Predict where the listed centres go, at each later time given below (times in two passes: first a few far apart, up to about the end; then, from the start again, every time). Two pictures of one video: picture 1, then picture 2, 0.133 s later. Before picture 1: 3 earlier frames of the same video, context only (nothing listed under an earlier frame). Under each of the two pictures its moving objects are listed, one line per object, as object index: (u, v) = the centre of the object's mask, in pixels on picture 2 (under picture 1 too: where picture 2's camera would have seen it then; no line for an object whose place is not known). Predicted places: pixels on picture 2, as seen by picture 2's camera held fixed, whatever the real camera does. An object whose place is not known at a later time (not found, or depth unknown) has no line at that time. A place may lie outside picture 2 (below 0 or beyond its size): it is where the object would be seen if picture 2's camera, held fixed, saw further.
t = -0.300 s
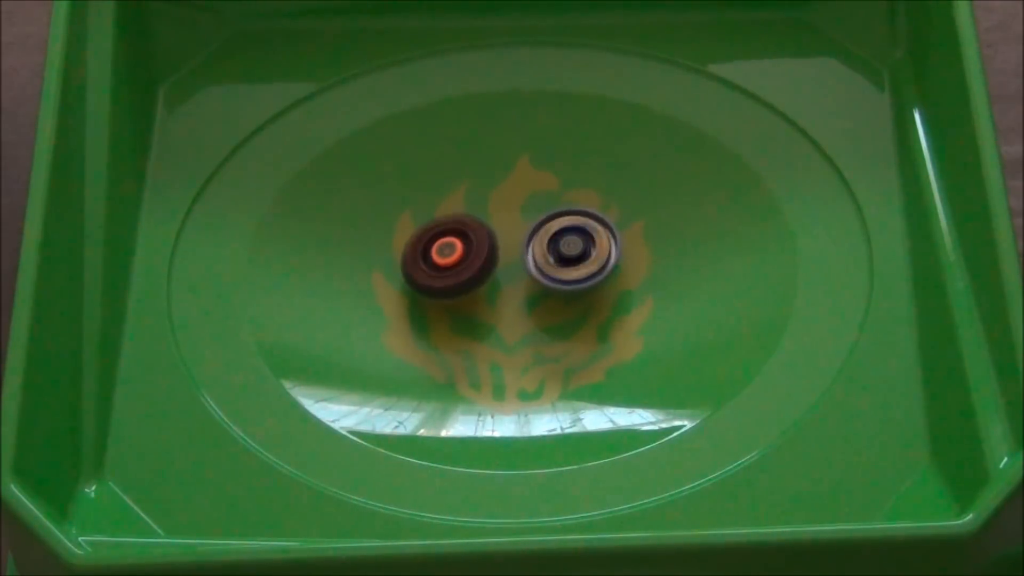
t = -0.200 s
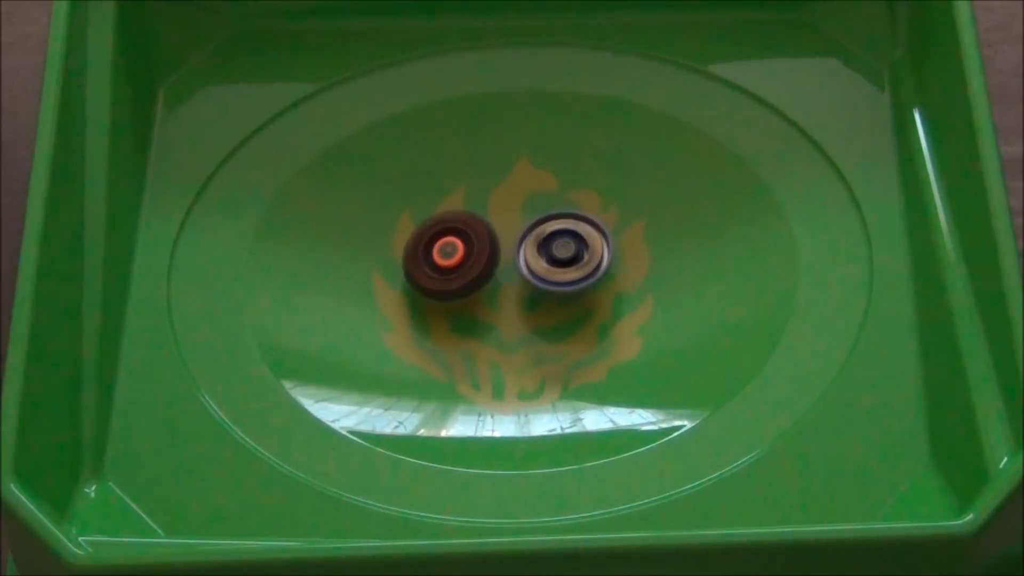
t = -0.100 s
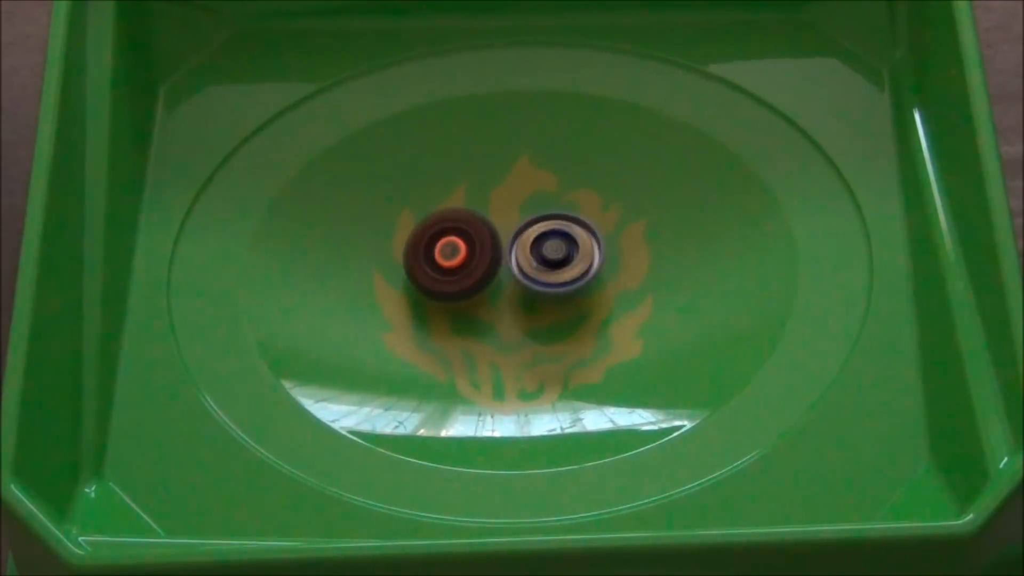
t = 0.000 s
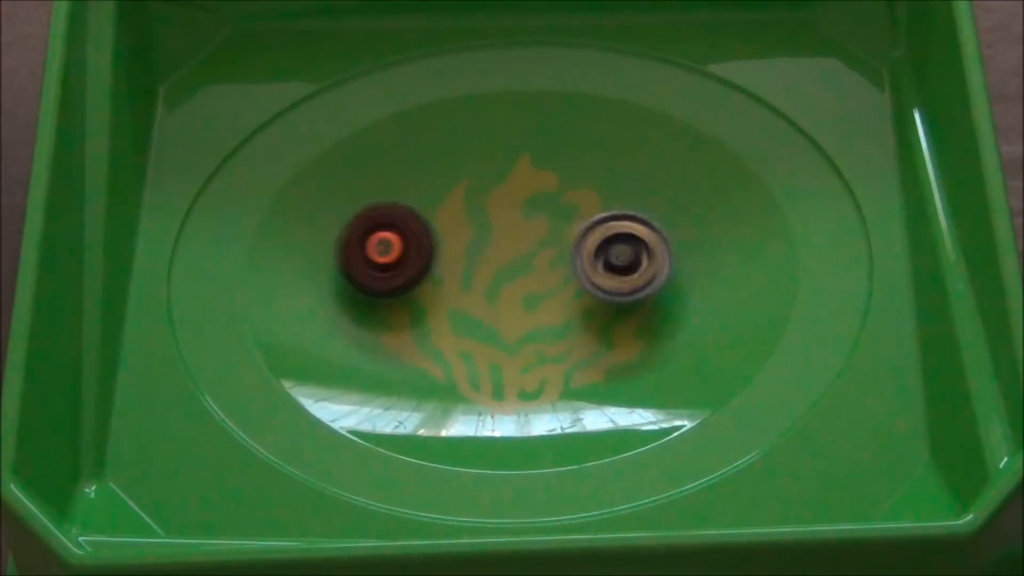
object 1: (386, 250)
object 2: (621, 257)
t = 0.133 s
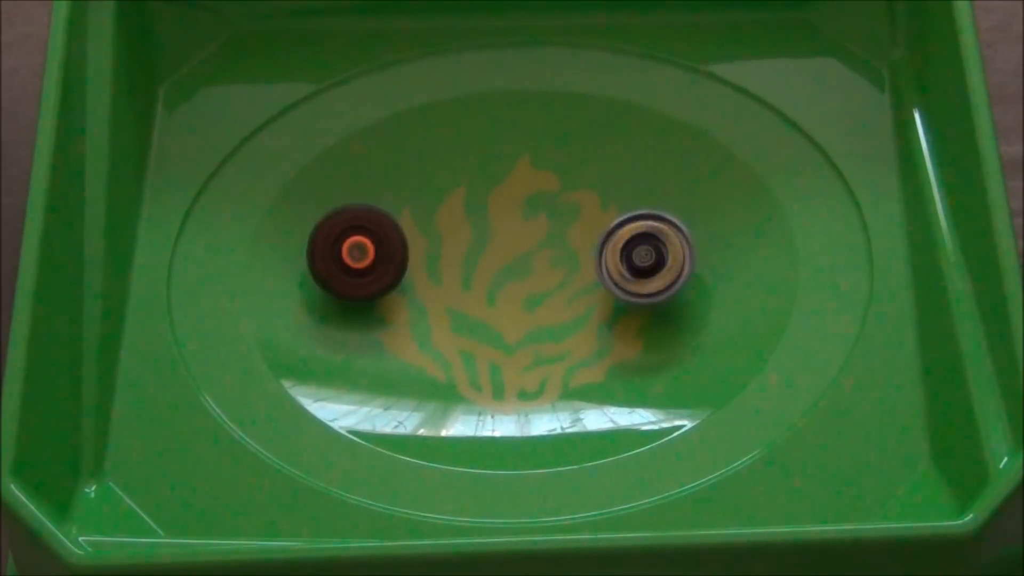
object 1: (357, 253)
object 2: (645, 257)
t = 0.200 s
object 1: (368, 258)
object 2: (645, 256)
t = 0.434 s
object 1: (460, 274)
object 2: (638, 253)
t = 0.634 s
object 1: (527, 307)
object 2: (617, 253)
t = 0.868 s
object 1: (504, 351)
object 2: (626, 210)
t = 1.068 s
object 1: (498, 336)
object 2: (600, 197)
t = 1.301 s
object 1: (494, 333)
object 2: (576, 188)
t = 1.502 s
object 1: (492, 330)
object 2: (555, 196)
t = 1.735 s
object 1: (491, 327)
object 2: (550, 201)
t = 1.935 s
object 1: (488, 325)
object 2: (541, 209)
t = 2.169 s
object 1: (487, 324)
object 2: (528, 216)
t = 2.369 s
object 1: (486, 323)
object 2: (515, 219)
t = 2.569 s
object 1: (487, 321)
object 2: (503, 217)
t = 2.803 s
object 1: (486, 315)
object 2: (495, 212)
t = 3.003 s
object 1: (484, 314)
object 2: (493, 208)
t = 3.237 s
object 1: (482, 314)
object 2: (495, 208)
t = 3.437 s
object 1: (483, 313)
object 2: (498, 214)
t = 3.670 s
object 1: (484, 317)
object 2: (500, 217)
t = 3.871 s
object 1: (482, 313)
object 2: (501, 223)
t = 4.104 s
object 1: (479, 326)
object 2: (502, 220)
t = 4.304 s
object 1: (479, 327)
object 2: (504, 218)
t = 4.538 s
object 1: (482, 325)
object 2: (507, 223)
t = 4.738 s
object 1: (482, 324)
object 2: (508, 227)
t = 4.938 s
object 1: (482, 326)
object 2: (511, 210)
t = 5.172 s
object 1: (475, 326)
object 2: (514, 210)
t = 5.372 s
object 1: (476, 326)
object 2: (515, 217)
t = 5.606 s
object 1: (480, 322)
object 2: (512, 228)
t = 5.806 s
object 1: (480, 318)
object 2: (506, 231)
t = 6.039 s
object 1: (473, 328)
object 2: (498, 221)
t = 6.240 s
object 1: (478, 341)
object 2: (497, 207)
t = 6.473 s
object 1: (479, 339)
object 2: (504, 203)
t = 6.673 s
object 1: (482, 331)
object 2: (511, 208)
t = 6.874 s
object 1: (477, 322)
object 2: (513, 220)
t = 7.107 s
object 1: (470, 326)
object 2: (504, 234)
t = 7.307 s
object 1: (449, 349)
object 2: (506, 230)
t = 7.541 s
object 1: (458, 330)
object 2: (499, 226)
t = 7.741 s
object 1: (467, 307)
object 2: (497, 224)
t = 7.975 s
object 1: (467, 321)
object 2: (504, 213)
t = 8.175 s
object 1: (470, 323)
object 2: (512, 214)
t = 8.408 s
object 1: (478, 314)
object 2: (517, 224)
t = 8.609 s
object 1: (465, 321)
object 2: (520, 222)
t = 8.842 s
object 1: (455, 328)
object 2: (513, 224)
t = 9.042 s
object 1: (460, 331)
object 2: (506, 223)
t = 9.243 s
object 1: (468, 323)
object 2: (501, 222)
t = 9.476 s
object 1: (460, 311)
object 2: (498, 222)
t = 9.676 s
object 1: (454, 317)
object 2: (498, 224)
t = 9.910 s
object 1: (461, 319)
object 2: (496, 231)
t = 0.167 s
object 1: (361, 255)
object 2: (645, 257)
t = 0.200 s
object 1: (368, 258)
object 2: (645, 256)
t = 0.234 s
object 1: (377, 260)
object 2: (645, 255)
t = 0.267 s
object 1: (389, 263)
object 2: (644, 254)
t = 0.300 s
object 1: (402, 265)
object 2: (644, 254)
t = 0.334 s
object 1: (415, 268)
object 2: (643, 253)
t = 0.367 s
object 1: (430, 271)
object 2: (641, 253)
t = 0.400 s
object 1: (446, 272)
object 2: (640, 253)
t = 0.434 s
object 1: (460, 274)
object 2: (638, 253)
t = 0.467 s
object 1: (472, 277)
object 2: (636, 253)
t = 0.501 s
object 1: (483, 282)
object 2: (632, 253)
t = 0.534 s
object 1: (494, 287)
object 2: (629, 253)
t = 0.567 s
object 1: (506, 294)
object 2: (625, 254)
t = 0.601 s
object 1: (517, 300)
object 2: (621, 253)
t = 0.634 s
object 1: (527, 307)
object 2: (617, 253)
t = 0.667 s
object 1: (537, 311)
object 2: (613, 252)
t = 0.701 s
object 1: (531, 324)
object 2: (624, 239)
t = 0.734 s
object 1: (524, 339)
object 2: (632, 228)
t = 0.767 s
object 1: (516, 347)
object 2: (635, 220)
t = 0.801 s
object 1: (511, 351)
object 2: (633, 216)
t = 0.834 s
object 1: (507, 352)
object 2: (630, 213)
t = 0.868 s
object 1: (504, 351)
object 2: (626, 210)
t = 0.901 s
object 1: (503, 348)
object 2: (622, 208)
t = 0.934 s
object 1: (502, 344)
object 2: (617, 205)
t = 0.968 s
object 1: (500, 341)
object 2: (612, 203)
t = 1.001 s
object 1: (499, 338)
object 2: (609, 201)
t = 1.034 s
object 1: (498, 337)
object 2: (605, 199)
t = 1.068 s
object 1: (498, 336)
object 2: (600, 197)
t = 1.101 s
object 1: (497, 335)
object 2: (597, 195)
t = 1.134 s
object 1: (497, 335)
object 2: (593, 193)
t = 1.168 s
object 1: (496, 334)
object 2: (589, 191)
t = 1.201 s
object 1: (496, 334)
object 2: (586, 190)
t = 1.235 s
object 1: (495, 333)
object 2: (583, 189)
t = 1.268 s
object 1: (494, 333)
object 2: (580, 188)
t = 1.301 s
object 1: (494, 333)
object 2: (576, 188)
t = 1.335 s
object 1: (493, 332)
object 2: (573, 188)
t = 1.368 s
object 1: (492, 332)
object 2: (569, 189)
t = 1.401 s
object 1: (492, 332)
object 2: (565, 191)
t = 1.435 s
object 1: (492, 331)
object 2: (562, 192)
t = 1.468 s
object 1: (492, 330)
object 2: (558, 194)
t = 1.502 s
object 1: (492, 330)
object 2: (555, 196)
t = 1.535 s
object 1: (492, 329)
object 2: (553, 196)
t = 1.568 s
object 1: (492, 329)
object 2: (552, 196)
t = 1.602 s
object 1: (492, 329)
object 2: (552, 196)
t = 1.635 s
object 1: (491, 328)
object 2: (551, 197)
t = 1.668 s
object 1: (491, 328)
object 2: (551, 199)
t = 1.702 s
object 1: (491, 327)
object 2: (551, 200)
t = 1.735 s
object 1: (491, 327)
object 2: (550, 201)
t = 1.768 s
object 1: (490, 326)
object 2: (548, 202)
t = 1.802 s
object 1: (490, 326)
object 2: (547, 204)
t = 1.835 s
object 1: (490, 326)
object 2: (546, 205)
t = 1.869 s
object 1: (489, 325)
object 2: (544, 206)
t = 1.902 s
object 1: (489, 325)
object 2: (543, 208)
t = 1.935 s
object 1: (488, 325)
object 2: (541, 209)
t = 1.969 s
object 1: (487, 325)
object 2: (539, 211)
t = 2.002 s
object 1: (487, 325)
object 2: (538, 212)
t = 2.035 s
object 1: (487, 325)
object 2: (536, 213)
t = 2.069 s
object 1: (487, 324)
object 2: (534, 214)
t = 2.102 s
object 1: (487, 325)
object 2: (532, 215)
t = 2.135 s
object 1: (487, 324)
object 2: (530, 216)
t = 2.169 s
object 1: (487, 324)
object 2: (528, 216)
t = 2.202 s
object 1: (486, 324)
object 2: (526, 217)
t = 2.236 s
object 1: (486, 324)
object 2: (524, 217)
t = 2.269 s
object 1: (486, 323)
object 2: (522, 218)
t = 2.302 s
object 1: (486, 323)
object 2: (519, 218)
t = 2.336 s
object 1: (486, 323)
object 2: (517, 219)
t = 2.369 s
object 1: (486, 323)
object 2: (515, 219)
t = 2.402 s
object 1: (486, 323)
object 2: (513, 219)
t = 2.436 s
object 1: (486, 323)
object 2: (511, 219)
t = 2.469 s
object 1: (486, 322)
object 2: (509, 218)
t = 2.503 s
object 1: (486, 321)
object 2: (507, 217)
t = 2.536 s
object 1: (486, 321)
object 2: (505, 217)
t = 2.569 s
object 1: (487, 321)
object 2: (503, 217)
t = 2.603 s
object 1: (487, 320)
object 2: (501, 216)
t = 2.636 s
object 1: (487, 319)
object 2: (500, 216)
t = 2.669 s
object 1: (487, 318)
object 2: (499, 215)
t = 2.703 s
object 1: (487, 317)
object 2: (498, 214)
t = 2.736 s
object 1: (487, 316)
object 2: (496, 213)
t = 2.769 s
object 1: (486, 316)
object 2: (496, 212)
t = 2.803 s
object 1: (486, 315)
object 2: (495, 212)
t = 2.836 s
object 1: (486, 315)
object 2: (494, 211)
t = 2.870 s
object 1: (486, 314)
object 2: (494, 210)
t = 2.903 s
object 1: (485, 314)
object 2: (493, 209)
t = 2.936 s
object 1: (485, 315)
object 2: (493, 209)
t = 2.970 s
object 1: (484, 315)
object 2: (493, 209)
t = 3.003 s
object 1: (484, 314)
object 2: (493, 208)
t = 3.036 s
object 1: (483, 315)
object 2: (493, 208)
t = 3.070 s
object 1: (483, 315)
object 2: (493, 207)
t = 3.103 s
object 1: (482, 315)
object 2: (494, 207)
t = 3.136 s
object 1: (482, 315)
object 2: (494, 207)
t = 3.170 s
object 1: (482, 315)
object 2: (494, 207)
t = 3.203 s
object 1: (482, 315)
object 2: (495, 207)
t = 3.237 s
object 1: (482, 314)
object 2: (495, 208)
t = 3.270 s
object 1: (482, 314)
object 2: (496, 208)
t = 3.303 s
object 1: (482, 314)
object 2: (497, 209)
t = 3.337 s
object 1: (482, 314)
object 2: (497, 210)
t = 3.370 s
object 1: (482, 313)
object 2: (498, 211)
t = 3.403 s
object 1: (483, 313)
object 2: (498, 213)
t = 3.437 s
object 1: (483, 313)
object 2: (498, 214)
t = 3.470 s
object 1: (483, 313)
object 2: (498, 216)
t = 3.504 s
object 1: (483, 313)
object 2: (499, 217)
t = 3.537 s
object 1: (484, 313)
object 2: (498, 218)
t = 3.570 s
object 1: (484, 313)
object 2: (498, 219)
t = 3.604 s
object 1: (483, 316)
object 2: (500, 216)
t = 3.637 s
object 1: (483, 317)
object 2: (501, 216)
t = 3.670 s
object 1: (484, 317)
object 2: (500, 217)
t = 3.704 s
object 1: (484, 316)
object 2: (501, 218)
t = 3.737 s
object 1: (484, 315)
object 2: (501, 218)
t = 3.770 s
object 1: (484, 314)
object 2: (501, 219)
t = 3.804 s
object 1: (484, 314)
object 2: (502, 220)
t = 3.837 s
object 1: (483, 313)
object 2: (501, 221)
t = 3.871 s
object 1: (482, 313)
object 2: (501, 223)
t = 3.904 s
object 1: (482, 313)
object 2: (501, 224)
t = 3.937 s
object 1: (481, 313)
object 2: (501, 225)
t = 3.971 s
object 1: (480, 312)
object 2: (501, 226)
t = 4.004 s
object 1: (480, 315)
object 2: (501, 226)
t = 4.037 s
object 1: (480, 320)
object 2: (502, 222)
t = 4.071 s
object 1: (479, 324)
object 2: (502, 221)
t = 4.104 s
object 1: (479, 326)
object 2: (502, 220)
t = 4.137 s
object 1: (479, 327)
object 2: (502, 219)
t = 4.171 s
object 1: (479, 327)
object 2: (502, 219)
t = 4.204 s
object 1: (479, 327)
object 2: (503, 218)
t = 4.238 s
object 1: (479, 327)
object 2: (503, 218)
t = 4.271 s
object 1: (479, 327)
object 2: (503, 218)
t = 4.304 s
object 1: (479, 327)
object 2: (504, 218)
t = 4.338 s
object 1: (480, 327)
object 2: (504, 218)
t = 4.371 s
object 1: (480, 326)
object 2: (505, 219)
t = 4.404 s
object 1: (480, 326)
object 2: (506, 219)
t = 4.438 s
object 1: (480, 326)
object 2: (506, 220)
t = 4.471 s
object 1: (481, 326)
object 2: (506, 221)
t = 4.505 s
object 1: (482, 326)
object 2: (507, 222)
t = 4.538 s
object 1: (482, 325)
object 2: (507, 223)
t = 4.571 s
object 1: (483, 325)
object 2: (507, 225)
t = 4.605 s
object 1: (483, 324)
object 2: (507, 226)
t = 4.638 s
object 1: (484, 323)
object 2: (507, 227)
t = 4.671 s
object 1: (485, 322)
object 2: (507, 229)
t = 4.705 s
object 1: (485, 321)
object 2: (507, 230)
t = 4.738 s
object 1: (482, 324)
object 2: (508, 227)
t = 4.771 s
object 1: (480, 330)
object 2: (509, 220)
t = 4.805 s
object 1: (480, 333)
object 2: (509, 215)
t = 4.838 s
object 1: (481, 333)
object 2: (510, 213)
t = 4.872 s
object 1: (482, 331)
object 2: (510, 212)
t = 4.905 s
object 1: (482, 328)
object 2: (510, 211)
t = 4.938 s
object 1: (482, 326)
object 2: (511, 210)
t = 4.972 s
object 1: (481, 325)
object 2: (511, 210)
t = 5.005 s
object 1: (479, 323)
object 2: (511, 209)
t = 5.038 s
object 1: (479, 324)
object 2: (511, 209)
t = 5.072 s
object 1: (477, 324)
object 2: (512, 209)
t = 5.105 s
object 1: (476, 324)
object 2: (513, 209)
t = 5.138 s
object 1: (476, 325)
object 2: (513, 209)
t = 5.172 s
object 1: (475, 326)
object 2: (514, 210)
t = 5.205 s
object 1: (475, 326)
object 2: (514, 211)
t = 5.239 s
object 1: (476, 326)
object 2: (515, 212)
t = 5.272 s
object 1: (476, 326)
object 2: (515, 213)
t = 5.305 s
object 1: (476, 326)
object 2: (515, 214)
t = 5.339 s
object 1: (476, 326)
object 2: (515, 215)
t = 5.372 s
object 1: (476, 326)
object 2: (515, 217)
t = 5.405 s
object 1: (477, 325)
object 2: (515, 218)
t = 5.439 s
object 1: (477, 326)
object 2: (515, 220)
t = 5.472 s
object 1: (478, 325)
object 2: (515, 222)
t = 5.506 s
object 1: (478, 325)
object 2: (514, 223)
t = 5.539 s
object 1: (479, 324)
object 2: (513, 225)
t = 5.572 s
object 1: (480, 323)
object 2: (513, 227)
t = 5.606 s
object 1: (480, 322)
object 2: (512, 228)
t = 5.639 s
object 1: (481, 321)
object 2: (510, 230)
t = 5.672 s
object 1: (481, 320)
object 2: (509, 231)
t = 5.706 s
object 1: (480, 321)
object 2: (509, 231)
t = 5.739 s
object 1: (480, 321)
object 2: (508, 231)
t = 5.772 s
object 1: (481, 320)
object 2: (507, 231)
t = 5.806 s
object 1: (480, 318)
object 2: (506, 231)
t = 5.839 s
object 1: (479, 318)
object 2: (505, 232)
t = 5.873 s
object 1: (478, 317)
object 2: (504, 232)
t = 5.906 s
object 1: (476, 316)
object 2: (502, 232)
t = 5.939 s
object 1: (475, 316)
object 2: (501, 233)
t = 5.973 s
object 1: (474, 317)
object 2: (500, 233)
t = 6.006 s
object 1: (473, 320)
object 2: (499, 229)
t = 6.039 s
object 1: (473, 328)
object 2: (498, 221)
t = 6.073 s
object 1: (476, 333)
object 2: (497, 215)
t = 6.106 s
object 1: (478, 337)
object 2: (497, 212)
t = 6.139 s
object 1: (479, 339)
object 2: (497, 211)
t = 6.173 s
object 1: (479, 339)
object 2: (497, 209)
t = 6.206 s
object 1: (478, 340)
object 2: (497, 208)
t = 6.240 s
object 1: (478, 341)
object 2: (497, 207)
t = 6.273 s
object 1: (478, 341)
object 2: (497, 205)
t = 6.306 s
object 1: (478, 341)
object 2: (498, 205)
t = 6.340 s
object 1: (478, 341)
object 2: (499, 204)
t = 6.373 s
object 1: (478, 341)
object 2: (500, 203)
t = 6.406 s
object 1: (478, 340)
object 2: (502, 203)
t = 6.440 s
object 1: (478, 339)
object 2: (503, 202)
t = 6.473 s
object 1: (479, 339)
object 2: (504, 203)
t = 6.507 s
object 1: (479, 338)
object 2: (506, 203)
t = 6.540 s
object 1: (480, 338)
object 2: (507, 203)
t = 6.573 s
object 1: (481, 336)
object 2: (508, 204)
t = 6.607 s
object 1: (482, 335)
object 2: (509, 205)
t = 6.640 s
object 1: (482, 333)
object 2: (510, 206)
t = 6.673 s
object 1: (482, 331)
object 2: (511, 208)
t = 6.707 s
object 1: (482, 330)
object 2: (512, 210)
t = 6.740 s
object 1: (482, 328)
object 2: (512, 211)
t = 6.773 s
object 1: (481, 326)
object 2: (513, 213)
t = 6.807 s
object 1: (480, 326)
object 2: (513, 216)
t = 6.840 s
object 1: (479, 324)
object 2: (513, 218)
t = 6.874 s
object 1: (477, 322)
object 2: (513, 220)
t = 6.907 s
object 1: (475, 322)
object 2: (512, 222)
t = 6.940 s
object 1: (474, 323)
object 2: (511, 224)
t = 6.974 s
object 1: (472, 323)
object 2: (511, 226)
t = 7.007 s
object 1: (472, 324)
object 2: (509, 228)
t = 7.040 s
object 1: (470, 325)
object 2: (507, 231)
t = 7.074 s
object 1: (470, 325)
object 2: (506, 232)
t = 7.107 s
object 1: (470, 326)
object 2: (504, 234)
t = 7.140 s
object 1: (470, 326)
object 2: (502, 236)
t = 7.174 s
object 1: (469, 328)
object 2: (501, 237)
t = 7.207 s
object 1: (461, 336)
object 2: (505, 232)
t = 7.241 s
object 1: (456, 343)
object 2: (507, 230)
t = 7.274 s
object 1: (452, 348)
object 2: (507, 230)
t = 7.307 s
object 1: (449, 349)
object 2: (506, 230)
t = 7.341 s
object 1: (447, 348)
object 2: (505, 229)
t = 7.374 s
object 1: (447, 346)
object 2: (503, 229)
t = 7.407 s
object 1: (448, 344)
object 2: (502, 228)
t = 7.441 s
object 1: (450, 341)
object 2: (501, 228)
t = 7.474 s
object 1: (453, 338)
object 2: (500, 227)
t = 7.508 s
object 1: (456, 334)
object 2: (500, 227)
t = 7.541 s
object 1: (458, 330)
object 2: (499, 226)
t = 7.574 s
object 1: (461, 327)
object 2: (498, 226)
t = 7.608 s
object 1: (464, 321)
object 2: (498, 226)
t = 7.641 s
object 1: (466, 316)
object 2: (497, 225)
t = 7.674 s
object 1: (468, 312)
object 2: (497, 224)
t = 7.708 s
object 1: (468, 309)
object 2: (497, 224)
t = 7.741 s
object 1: (467, 307)
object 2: (497, 224)
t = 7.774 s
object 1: (466, 306)
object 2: (497, 223)
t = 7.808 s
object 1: (464, 311)
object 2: (499, 219)
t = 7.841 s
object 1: (465, 317)
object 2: (500, 216)
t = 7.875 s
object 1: (466, 319)
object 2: (501, 215)
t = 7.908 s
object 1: (467, 320)
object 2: (502, 214)
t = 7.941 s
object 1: (467, 320)
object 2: (503, 213)
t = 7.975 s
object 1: (467, 321)
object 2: (504, 213)
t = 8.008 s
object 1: (467, 322)
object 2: (506, 212)
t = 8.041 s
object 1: (468, 322)
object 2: (506, 212)
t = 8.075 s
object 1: (468, 322)
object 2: (508, 212)
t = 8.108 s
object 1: (468, 323)
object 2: (510, 212)
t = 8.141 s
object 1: (469, 322)
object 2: (510, 213)
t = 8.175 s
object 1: (470, 323)
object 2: (512, 214)
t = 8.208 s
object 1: (471, 322)
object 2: (512, 214)
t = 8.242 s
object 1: (472, 322)
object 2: (514, 216)
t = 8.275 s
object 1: (474, 321)
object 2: (515, 217)
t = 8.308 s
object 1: (475, 320)
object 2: (516, 219)
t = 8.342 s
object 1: (476, 318)
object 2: (517, 220)
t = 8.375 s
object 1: (477, 316)
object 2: (517, 222)
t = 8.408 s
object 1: (478, 314)
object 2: (517, 224)
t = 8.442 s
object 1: (477, 313)
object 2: (517, 226)
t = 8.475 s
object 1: (477, 310)
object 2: (516, 228)
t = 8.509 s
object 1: (476, 309)
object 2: (515, 230)
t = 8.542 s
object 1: (474, 308)
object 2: (515, 231)
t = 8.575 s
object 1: (469, 316)
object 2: (518, 225)
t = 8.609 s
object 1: (465, 321)
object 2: (520, 222)
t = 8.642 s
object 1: (462, 323)
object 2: (520, 222)
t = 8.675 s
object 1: (461, 324)
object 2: (519, 223)
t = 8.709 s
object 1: (460, 323)
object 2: (517, 223)
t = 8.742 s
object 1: (458, 324)
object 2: (516, 224)
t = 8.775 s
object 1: (456, 325)
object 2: (515, 224)
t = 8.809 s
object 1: (455, 327)
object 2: (514, 224)
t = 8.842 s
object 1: (455, 328)
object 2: (513, 224)
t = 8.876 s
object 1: (455, 329)
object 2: (511, 224)
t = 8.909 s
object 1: (456, 329)
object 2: (510, 224)
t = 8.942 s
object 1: (457, 330)
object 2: (509, 224)
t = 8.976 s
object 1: (458, 330)
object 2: (508, 224)
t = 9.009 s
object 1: (459, 331)
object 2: (507, 223)
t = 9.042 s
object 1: (460, 331)
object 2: (506, 223)
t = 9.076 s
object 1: (462, 331)
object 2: (505, 223)
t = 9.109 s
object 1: (464, 330)
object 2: (504, 223)
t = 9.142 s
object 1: (466, 329)
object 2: (503, 223)
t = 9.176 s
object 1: (467, 327)
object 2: (503, 222)
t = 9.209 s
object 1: (468, 325)
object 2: (502, 222)
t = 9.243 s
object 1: (468, 323)
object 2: (501, 222)
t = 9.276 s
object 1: (469, 320)
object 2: (500, 222)
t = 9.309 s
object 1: (468, 318)
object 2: (500, 222)
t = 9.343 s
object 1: (468, 316)
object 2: (500, 222)
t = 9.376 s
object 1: (466, 314)
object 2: (499, 222)
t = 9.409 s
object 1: (464, 313)
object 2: (499, 222)
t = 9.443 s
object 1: (462, 311)
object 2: (498, 221)
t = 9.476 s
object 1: (460, 311)
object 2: (498, 222)
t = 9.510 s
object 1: (458, 312)
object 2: (498, 222)
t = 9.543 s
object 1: (456, 314)
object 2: (498, 222)
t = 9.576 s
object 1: (454, 314)
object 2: (498, 222)
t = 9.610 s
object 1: (454, 315)
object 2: (498, 223)
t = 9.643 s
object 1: (453, 317)
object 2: (498, 224)
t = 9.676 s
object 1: (454, 317)
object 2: (498, 224)
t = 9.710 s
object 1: (454, 318)
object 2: (497, 226)
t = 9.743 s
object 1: (455, 319)
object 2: (498, 226)
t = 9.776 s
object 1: (456, 319)
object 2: (497, 227)
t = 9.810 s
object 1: (456, 319)
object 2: (497, 228)
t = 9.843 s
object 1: (458, 319)
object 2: (496, 229)
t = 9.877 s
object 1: (459, 320)
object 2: (496, 230)
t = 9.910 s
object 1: (461, 319)
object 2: (496, 231)
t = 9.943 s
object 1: (461, 321)
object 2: (496, 231)
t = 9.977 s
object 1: (451, 336)
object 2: (509, 212)
